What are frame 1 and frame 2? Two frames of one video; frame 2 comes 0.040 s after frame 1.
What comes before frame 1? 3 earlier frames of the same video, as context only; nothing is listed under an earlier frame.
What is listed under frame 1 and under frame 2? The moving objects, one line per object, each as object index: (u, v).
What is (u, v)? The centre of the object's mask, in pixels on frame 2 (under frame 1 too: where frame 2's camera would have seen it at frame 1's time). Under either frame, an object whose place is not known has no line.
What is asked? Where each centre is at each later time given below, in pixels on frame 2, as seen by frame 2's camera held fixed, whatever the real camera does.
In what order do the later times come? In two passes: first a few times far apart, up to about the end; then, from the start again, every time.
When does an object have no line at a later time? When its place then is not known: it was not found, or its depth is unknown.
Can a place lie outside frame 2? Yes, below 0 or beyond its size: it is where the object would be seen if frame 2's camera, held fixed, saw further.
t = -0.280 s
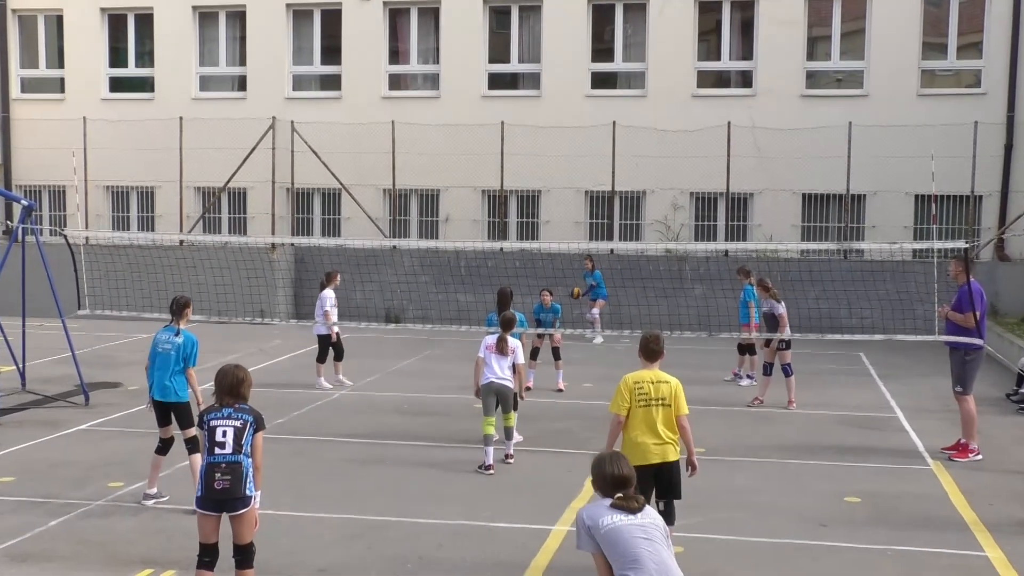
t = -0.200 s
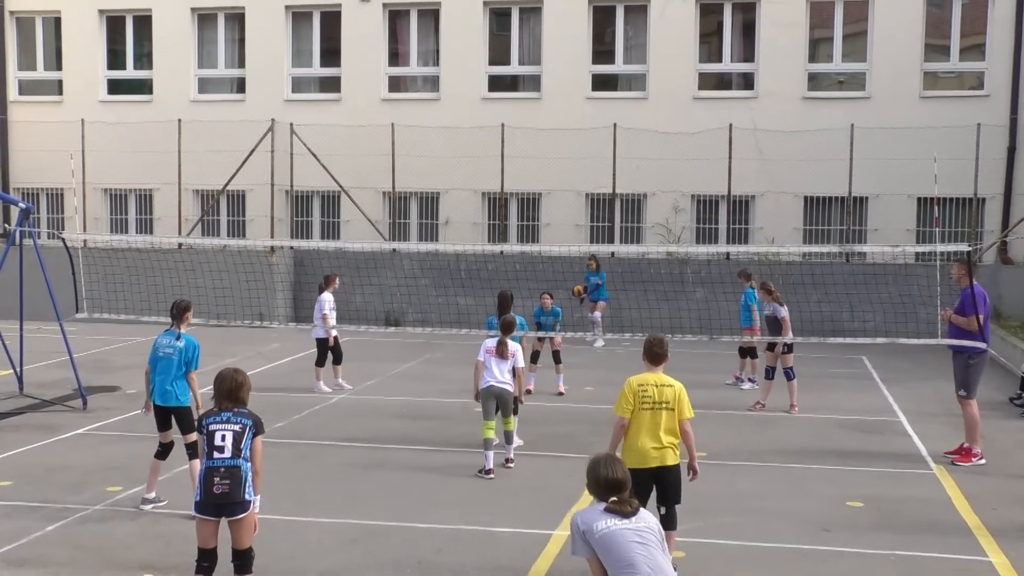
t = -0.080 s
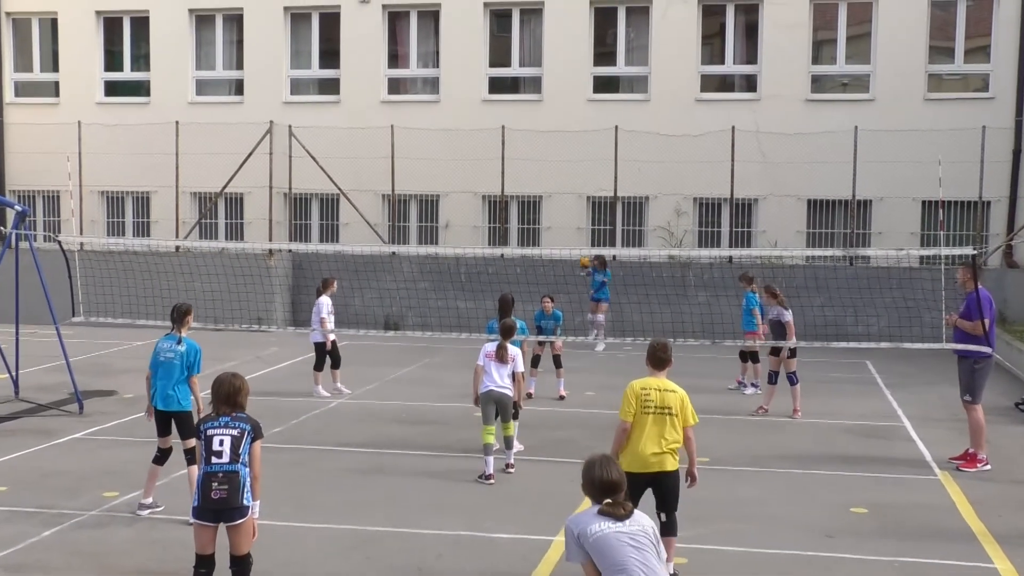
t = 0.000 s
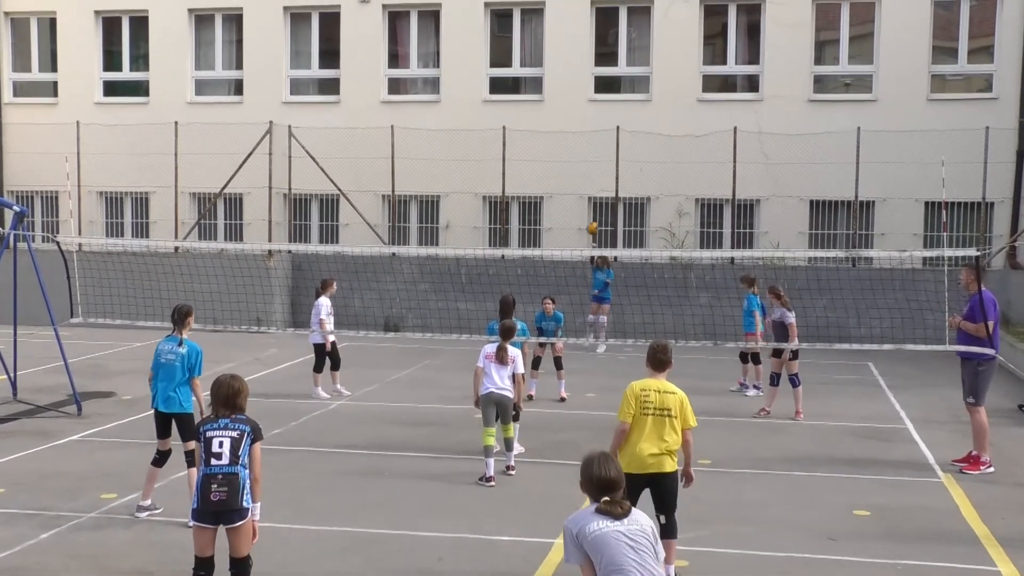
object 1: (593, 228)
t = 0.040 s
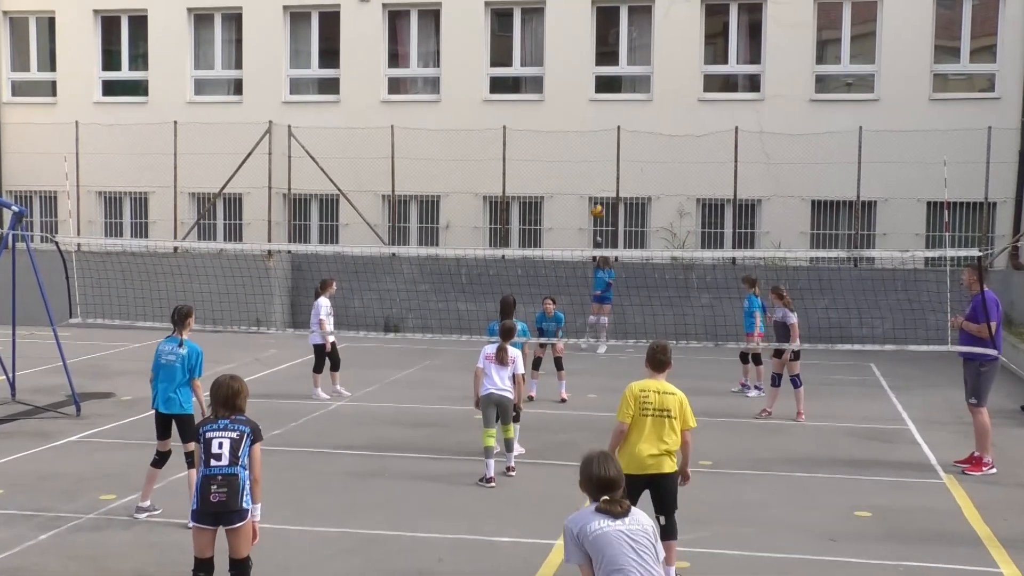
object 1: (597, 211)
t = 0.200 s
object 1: (615, 151)
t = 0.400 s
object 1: (643, 91)
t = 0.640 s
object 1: (679, 44)
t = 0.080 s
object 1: (601, 195)
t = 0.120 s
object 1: (606, 179)
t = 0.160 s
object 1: (611, 164)
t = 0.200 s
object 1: (615, 151)
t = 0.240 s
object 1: (621, 137)
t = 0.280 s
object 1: (626, 124)
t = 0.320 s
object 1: (632, 112)
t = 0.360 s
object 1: (637, 101)
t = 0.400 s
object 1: (643, 91)
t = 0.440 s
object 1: (649, 82)
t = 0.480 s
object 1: (654, 71)
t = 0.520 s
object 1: (659, 63)
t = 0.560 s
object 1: (665, 56)
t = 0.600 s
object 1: (672, 50)
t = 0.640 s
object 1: (679, 44)
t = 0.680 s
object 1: (685, 39)
